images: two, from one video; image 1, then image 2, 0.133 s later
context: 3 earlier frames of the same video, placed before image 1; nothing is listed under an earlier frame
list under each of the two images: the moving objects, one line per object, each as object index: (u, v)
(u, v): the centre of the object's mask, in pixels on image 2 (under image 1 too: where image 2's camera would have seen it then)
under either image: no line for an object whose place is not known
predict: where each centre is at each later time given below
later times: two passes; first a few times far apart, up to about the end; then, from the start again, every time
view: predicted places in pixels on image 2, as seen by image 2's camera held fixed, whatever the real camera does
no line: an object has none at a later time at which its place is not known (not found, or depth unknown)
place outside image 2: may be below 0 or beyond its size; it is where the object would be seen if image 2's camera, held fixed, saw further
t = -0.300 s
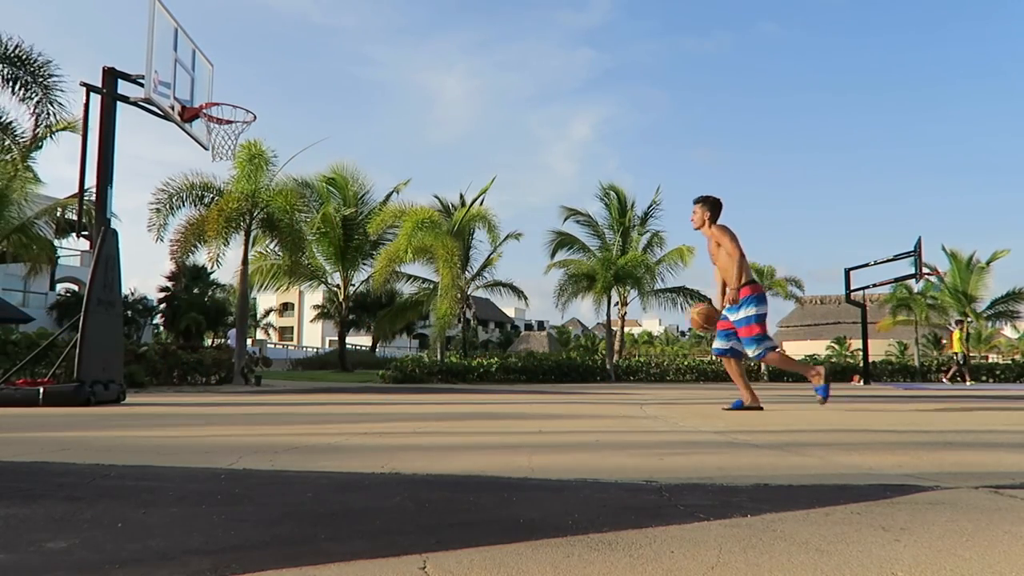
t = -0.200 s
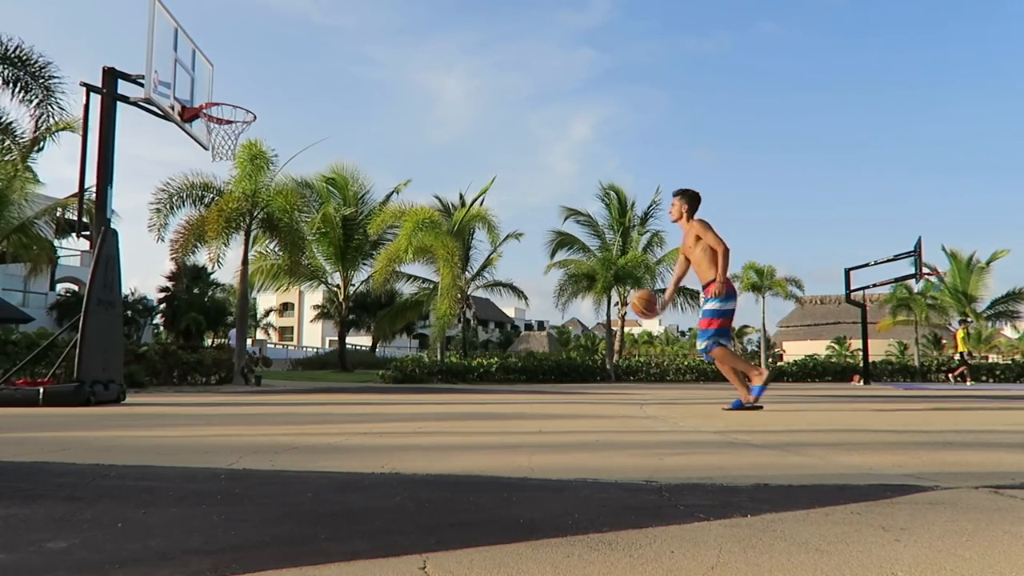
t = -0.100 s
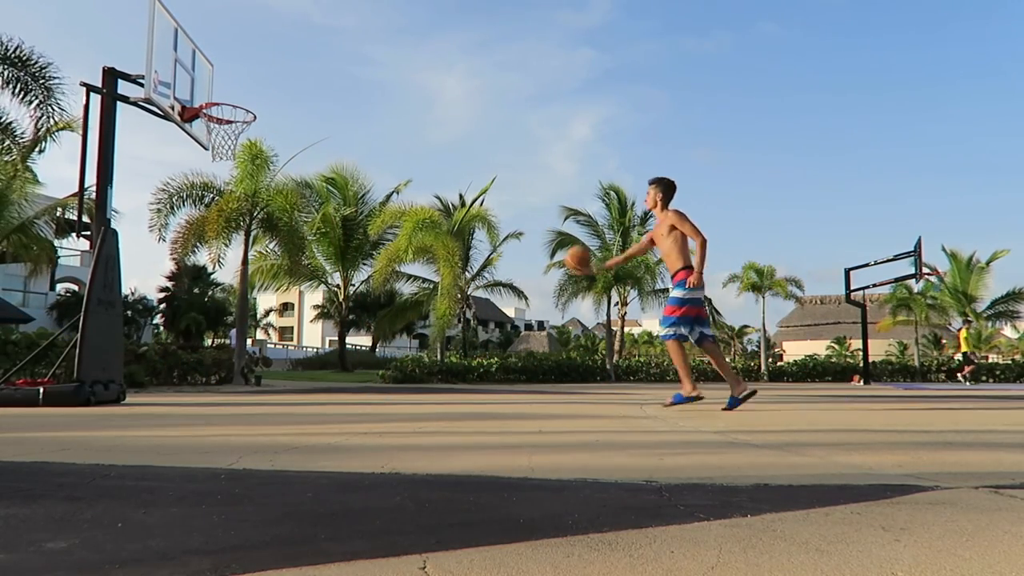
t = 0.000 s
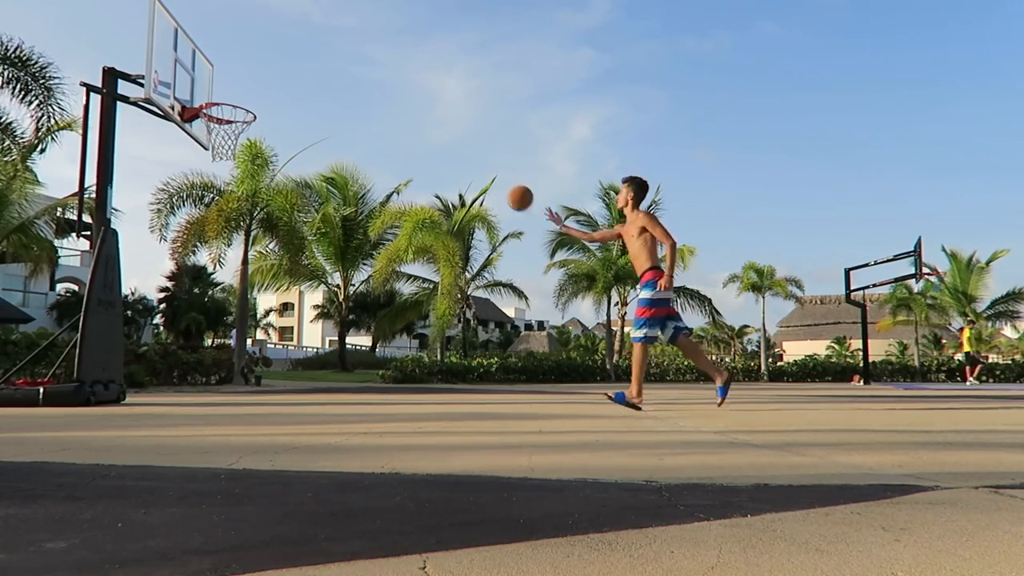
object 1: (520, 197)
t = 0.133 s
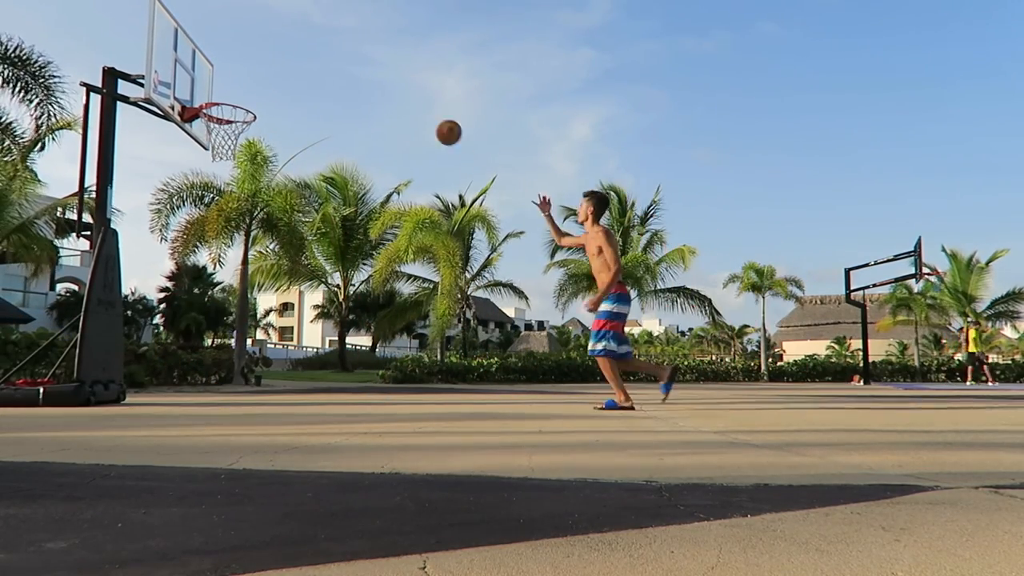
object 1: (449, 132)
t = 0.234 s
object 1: (397, 97)
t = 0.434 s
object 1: (296, 63)
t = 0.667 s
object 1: (197, 76)
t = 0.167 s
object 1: (431, 119)
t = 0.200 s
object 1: (414, 108)
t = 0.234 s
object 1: (397, 97)
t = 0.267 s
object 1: (380, 89)
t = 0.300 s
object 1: (363, 81)
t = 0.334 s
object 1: (346, 75)
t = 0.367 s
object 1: (329, 69)
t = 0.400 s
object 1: (312, 66)
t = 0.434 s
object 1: (296, 63)
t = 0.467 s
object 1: (280, 62)
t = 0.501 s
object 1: (263, 62)
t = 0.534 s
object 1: (247, 63)
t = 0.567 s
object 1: (231, 65)
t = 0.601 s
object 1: (214, 69)
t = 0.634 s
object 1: (198, 73)
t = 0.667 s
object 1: (197, 76)
